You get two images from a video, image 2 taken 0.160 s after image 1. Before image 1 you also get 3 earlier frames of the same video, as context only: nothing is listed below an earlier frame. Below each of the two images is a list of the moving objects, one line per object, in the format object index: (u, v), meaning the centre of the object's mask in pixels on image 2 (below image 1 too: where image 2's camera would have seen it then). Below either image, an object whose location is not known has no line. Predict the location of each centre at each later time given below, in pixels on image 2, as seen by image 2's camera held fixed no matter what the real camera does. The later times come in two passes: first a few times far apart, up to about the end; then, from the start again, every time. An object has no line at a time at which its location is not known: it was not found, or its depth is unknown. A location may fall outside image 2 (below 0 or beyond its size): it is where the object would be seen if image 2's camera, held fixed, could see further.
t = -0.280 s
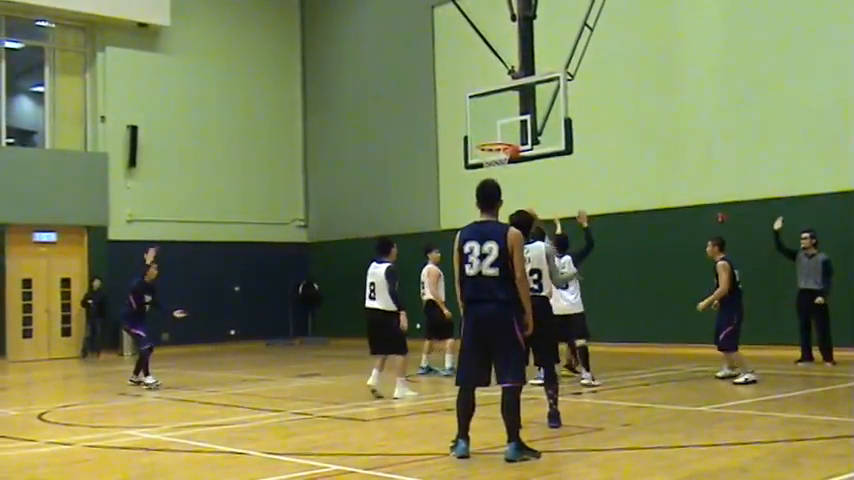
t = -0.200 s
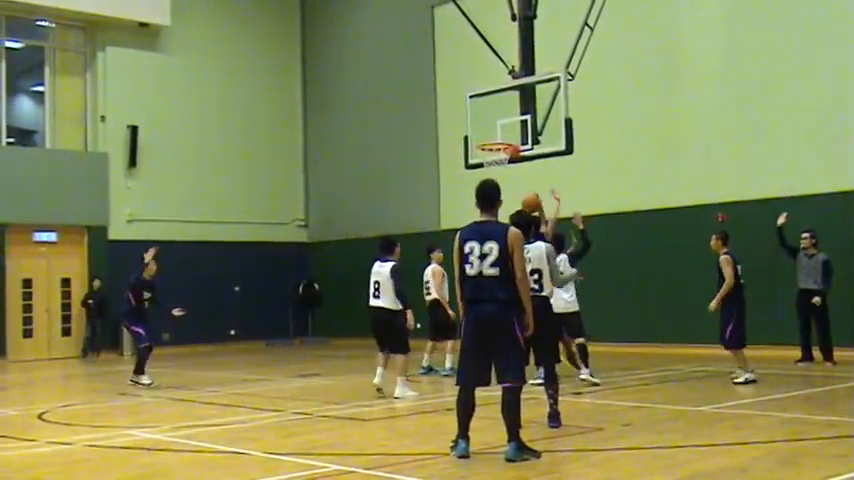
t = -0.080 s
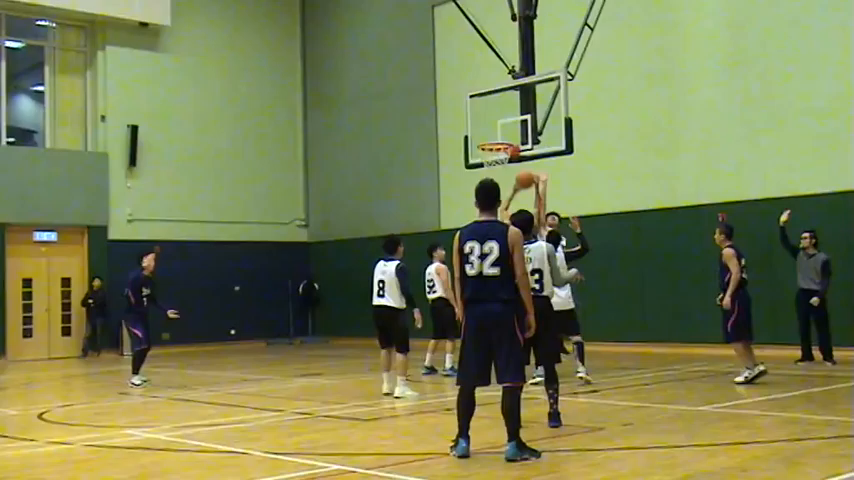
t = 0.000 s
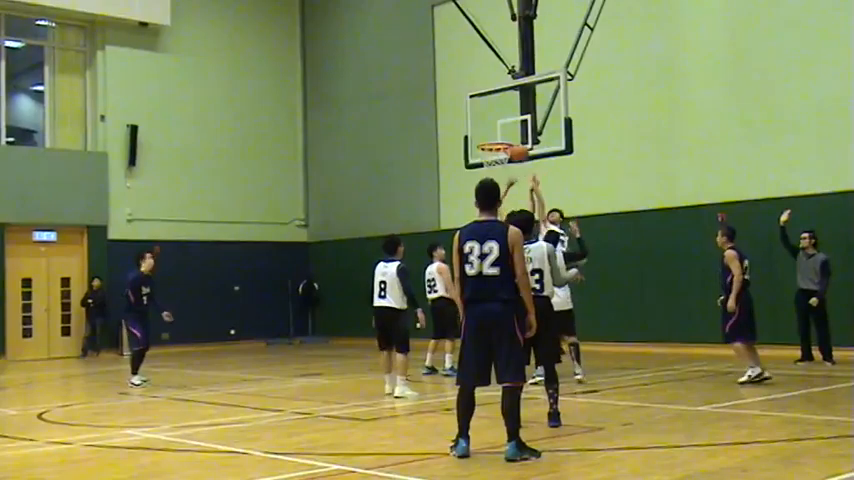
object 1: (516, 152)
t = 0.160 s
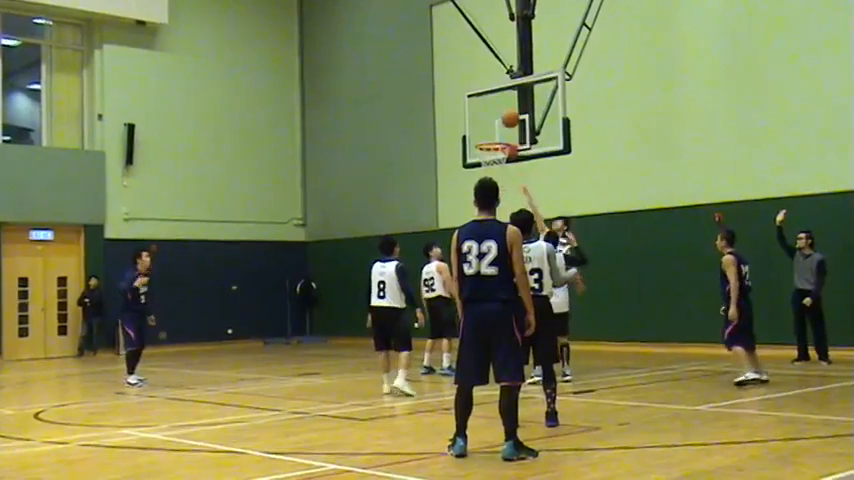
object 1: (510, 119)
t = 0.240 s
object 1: (507, 109)
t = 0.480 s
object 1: (478, 107)
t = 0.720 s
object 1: (451, 146)
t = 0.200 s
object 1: (508, 114)
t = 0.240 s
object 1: (507, 109)
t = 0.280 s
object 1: (503, 106)
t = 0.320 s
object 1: (497, 104)
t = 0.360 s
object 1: (493, 103)
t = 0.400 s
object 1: (487, 103)
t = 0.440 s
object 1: (483, 105)
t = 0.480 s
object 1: (478, 107)
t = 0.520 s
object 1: (473, 110)
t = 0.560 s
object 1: (469, 116)
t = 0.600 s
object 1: (464, 121)
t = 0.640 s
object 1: (460, 129)
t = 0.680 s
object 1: (455, 137)
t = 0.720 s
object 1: (451, 146)
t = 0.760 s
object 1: (446, 156)
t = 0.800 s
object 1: (442, 168)
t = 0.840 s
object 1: (439, 180)
